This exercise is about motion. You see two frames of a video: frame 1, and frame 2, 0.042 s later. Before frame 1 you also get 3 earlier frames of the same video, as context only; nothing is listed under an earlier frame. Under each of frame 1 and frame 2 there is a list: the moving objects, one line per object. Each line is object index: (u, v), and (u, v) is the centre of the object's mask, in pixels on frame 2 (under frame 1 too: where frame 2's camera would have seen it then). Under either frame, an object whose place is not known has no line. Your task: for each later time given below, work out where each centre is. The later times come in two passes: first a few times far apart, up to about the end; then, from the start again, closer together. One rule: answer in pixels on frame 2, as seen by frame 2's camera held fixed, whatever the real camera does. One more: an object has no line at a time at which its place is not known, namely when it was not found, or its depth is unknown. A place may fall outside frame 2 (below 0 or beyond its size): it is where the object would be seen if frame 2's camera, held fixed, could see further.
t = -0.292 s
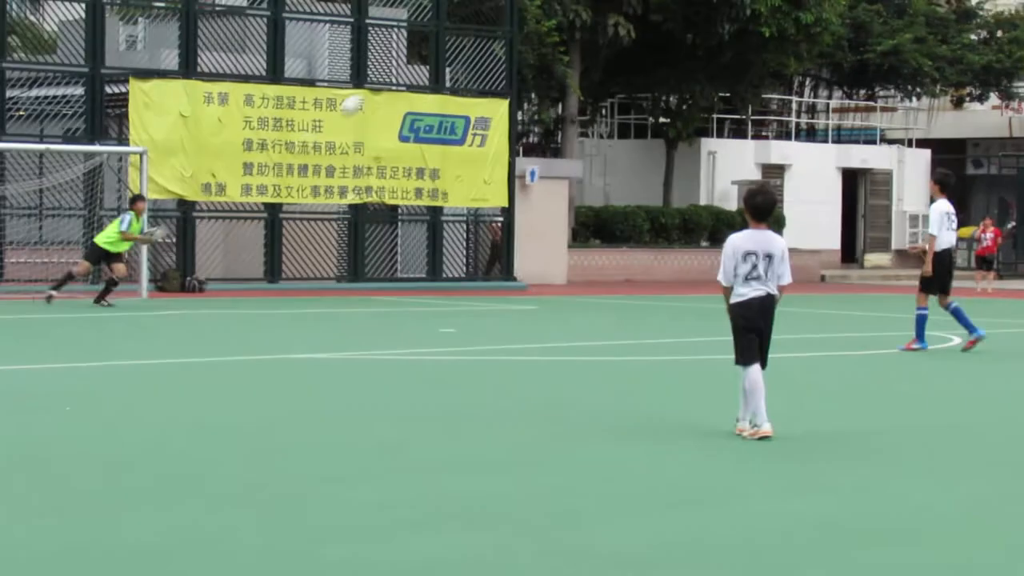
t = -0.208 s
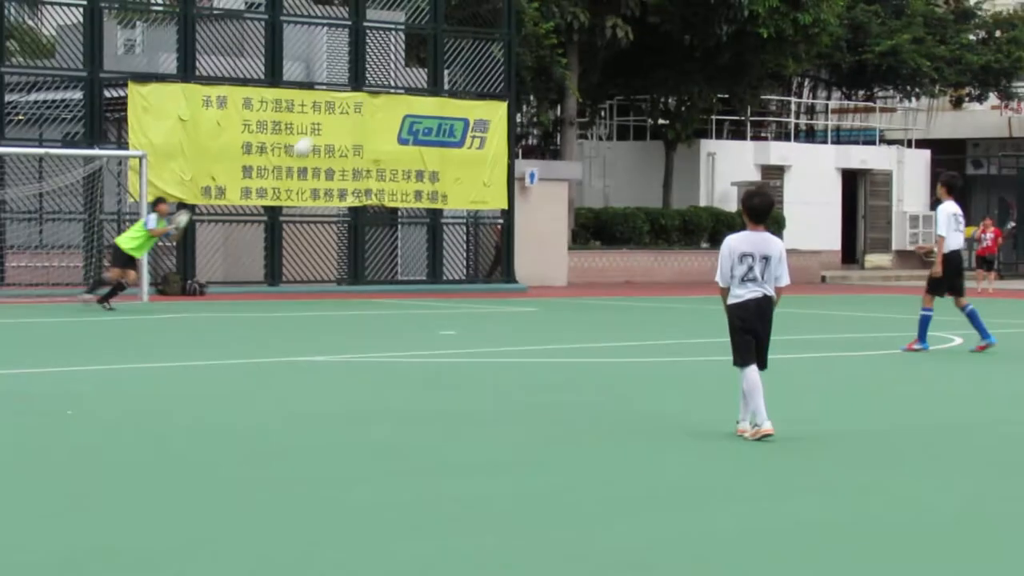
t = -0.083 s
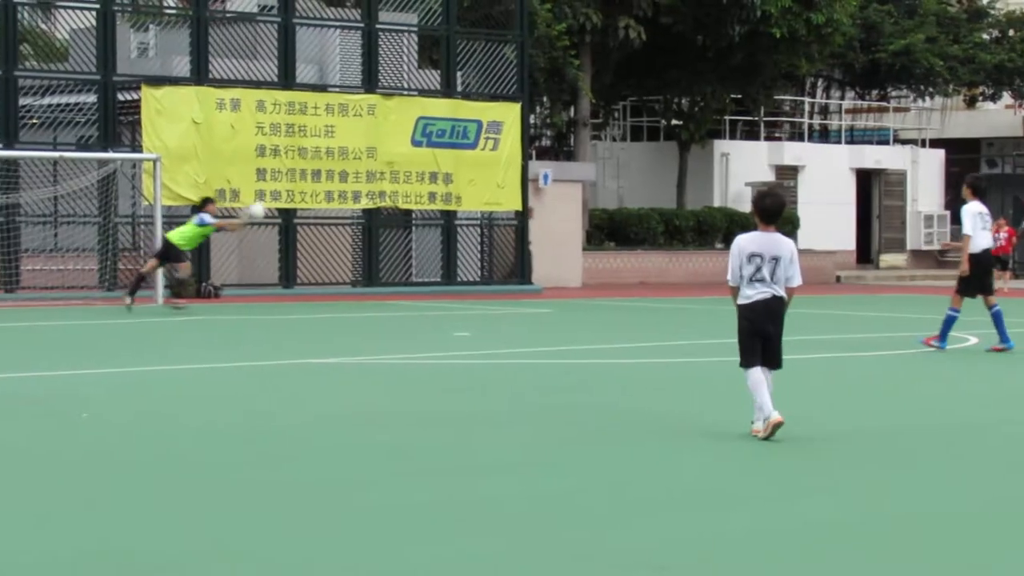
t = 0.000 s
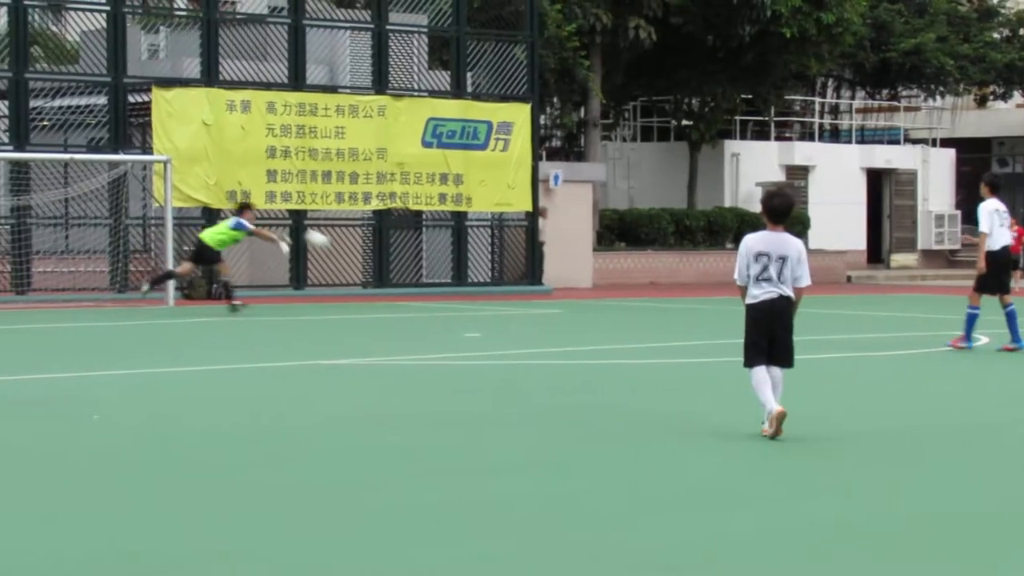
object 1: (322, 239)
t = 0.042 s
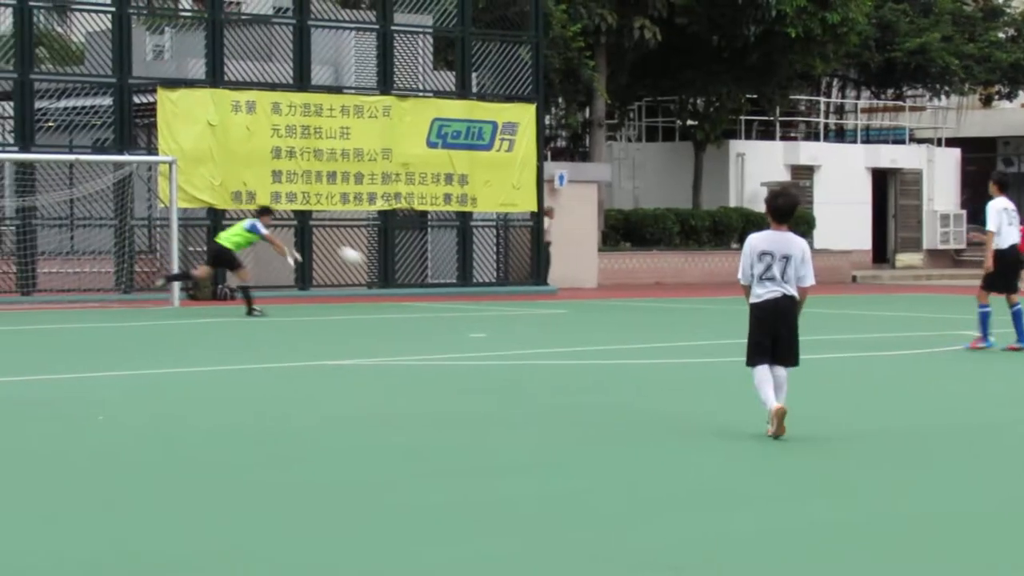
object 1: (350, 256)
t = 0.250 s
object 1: (471, 281)
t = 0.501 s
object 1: (580, 223)
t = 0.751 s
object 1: (692, 215)
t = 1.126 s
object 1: (862, 305)
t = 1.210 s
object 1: (900, 309)
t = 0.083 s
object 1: (379, 274)
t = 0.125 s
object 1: (408, 292)
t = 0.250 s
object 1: (471, 281)
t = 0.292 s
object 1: (489, 269)
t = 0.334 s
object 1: (507, 257)
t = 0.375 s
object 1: (525, 246)
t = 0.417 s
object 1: (542, 238)
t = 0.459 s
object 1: (561, 230)
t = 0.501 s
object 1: (580, 223)
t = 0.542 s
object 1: (599, 218)
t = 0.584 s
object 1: (616, 215)
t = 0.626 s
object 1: (635, 212)
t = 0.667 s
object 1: (654, 212)
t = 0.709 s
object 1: (673, 213)
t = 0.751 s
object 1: (692, 215)
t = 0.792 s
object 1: (711, 219)
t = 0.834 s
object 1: (730, 224)
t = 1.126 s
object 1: (862, 305)
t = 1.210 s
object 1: (900, 309)
